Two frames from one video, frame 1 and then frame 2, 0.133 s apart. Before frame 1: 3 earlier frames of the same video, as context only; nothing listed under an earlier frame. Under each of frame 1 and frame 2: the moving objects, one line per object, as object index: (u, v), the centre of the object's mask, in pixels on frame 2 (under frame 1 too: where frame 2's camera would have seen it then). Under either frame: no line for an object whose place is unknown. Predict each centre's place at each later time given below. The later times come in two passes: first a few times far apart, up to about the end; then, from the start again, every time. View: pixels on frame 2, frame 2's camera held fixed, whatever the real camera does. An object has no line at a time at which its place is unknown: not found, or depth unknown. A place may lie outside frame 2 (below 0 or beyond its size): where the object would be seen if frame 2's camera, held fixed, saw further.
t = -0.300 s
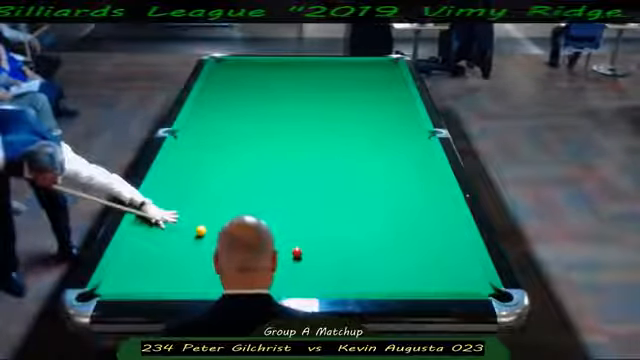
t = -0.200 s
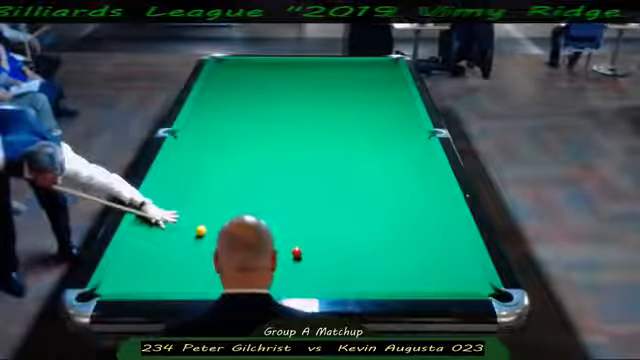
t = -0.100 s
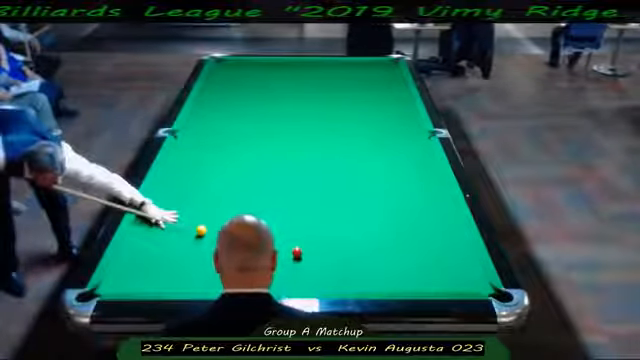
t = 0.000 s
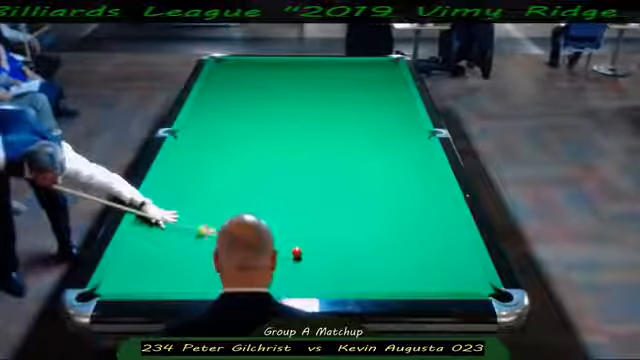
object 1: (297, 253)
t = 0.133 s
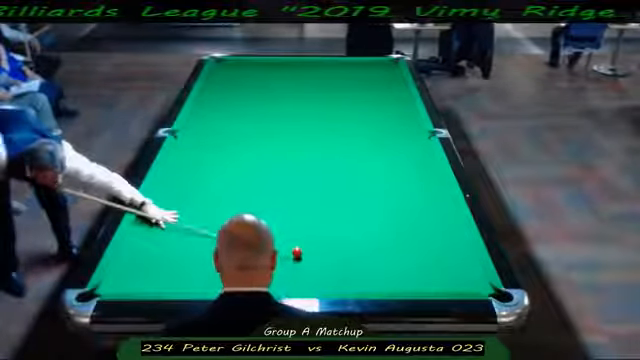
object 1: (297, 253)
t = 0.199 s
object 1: (309, 253)
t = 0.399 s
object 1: (395, 272)
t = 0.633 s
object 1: (489, 292)
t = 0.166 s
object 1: (297, 253)
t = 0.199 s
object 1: (309, 253)
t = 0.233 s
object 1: (326, 258)
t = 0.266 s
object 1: (341, 260)
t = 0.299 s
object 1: (355, 262)
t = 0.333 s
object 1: (368, 266)
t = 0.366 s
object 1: (381, 270)
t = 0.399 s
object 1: (395, 272)
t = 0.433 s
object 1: (411, 276)
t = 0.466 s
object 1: (424, 279)
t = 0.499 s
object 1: (437, 280)
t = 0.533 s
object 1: (451, 285)
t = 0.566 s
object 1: (461, 284)
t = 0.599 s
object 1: (472, 290)
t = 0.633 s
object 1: (489, 292)
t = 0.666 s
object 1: (499, 294)
